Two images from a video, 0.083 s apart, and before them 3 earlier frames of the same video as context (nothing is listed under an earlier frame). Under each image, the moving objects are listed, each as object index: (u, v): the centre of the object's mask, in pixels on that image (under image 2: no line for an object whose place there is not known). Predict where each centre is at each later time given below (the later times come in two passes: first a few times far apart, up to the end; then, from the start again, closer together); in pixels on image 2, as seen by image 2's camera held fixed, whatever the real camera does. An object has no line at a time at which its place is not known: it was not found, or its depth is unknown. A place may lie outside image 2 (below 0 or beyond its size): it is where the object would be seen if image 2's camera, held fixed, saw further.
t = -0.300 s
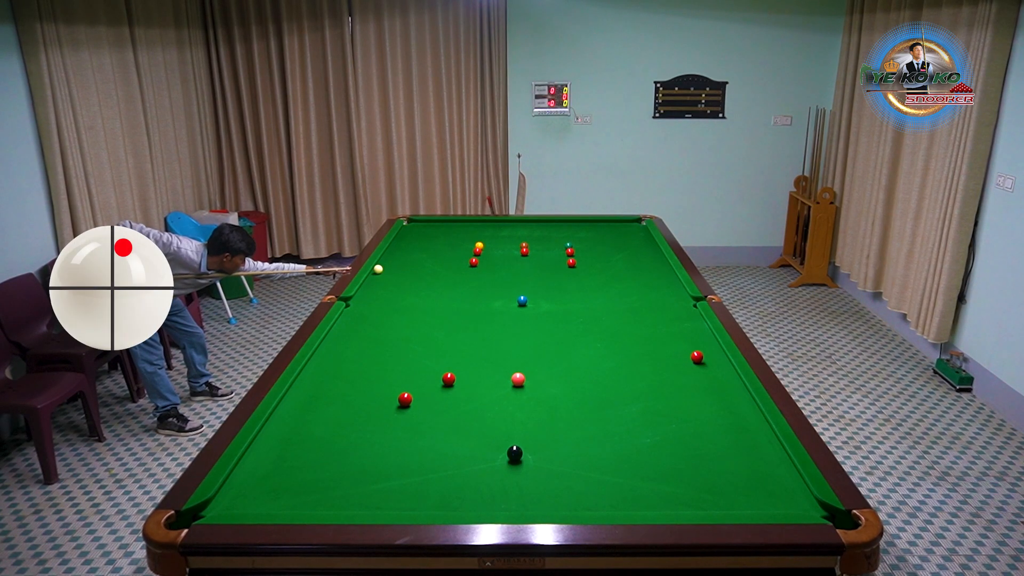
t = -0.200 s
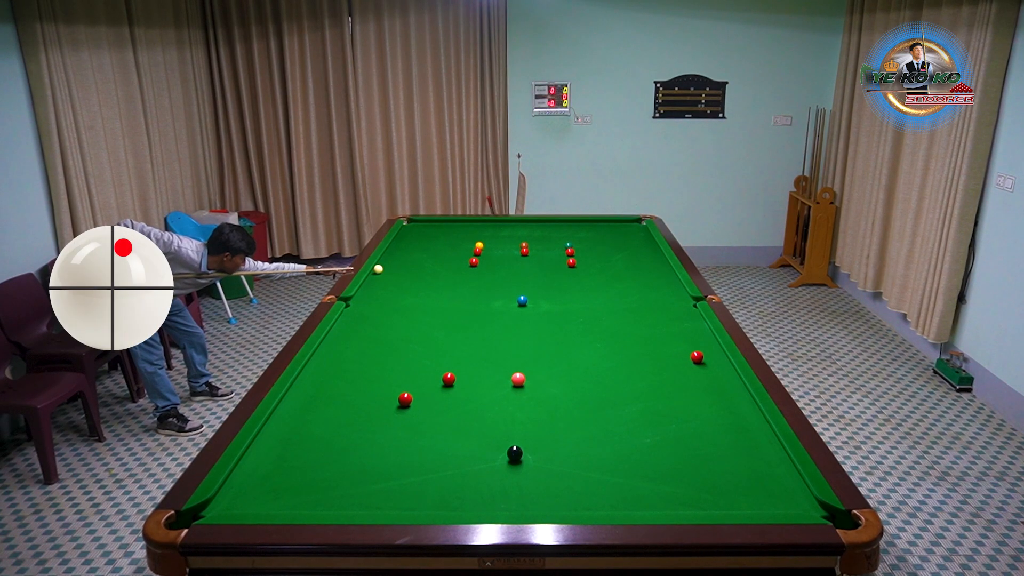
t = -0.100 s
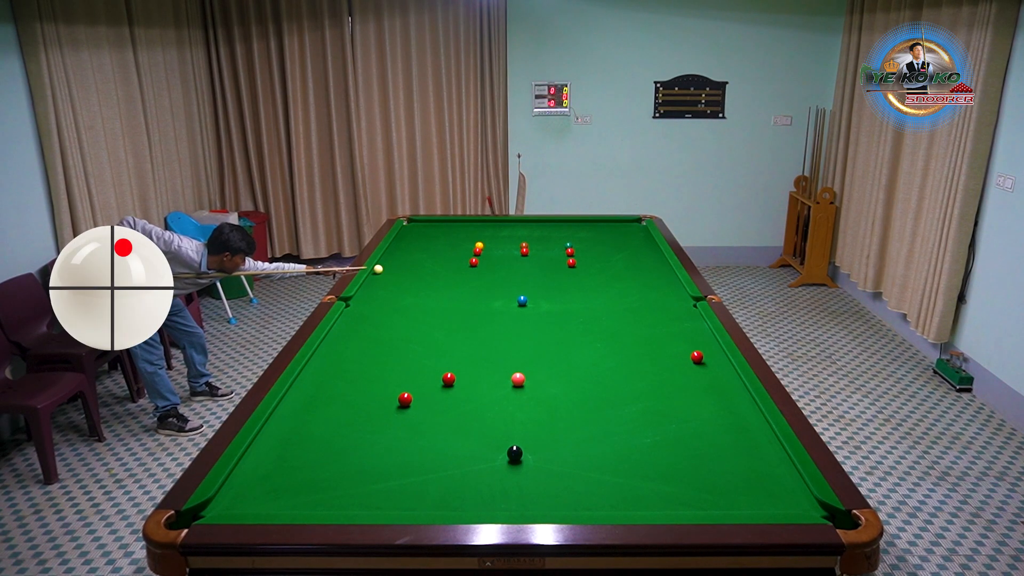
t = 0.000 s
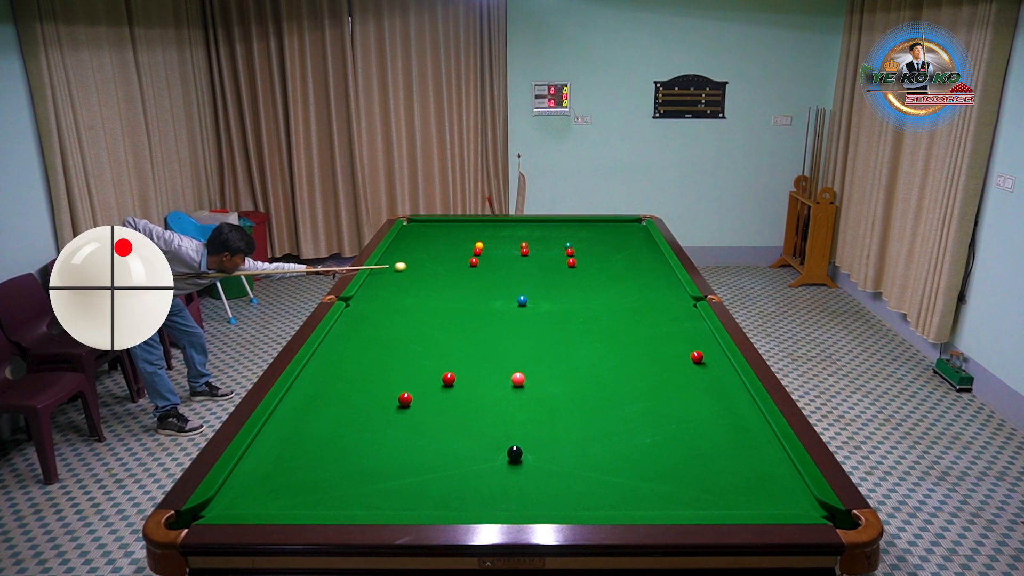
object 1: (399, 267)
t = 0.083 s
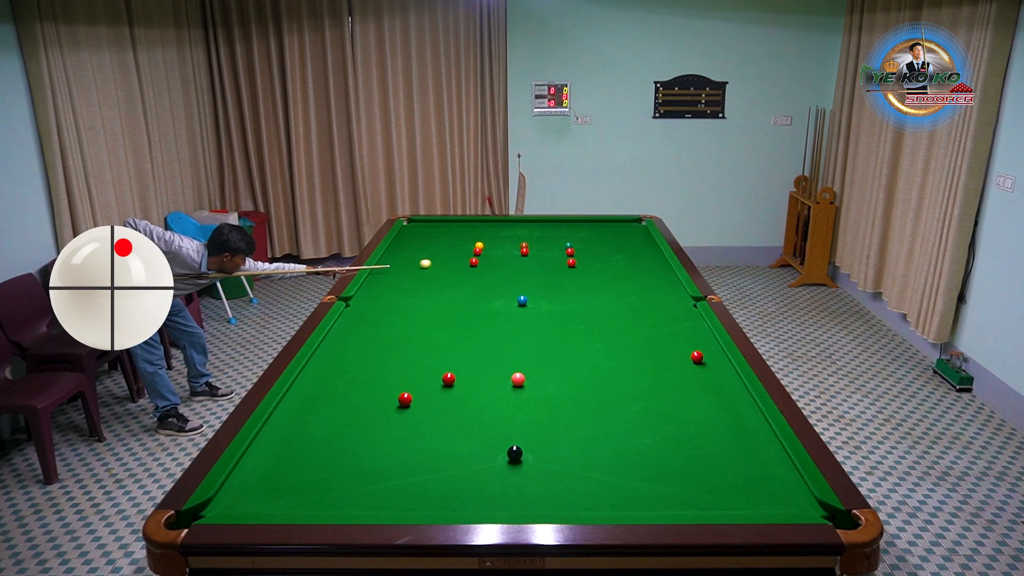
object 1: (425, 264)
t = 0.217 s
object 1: (464, 260)
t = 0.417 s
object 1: (518, 254)
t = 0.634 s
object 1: (542, 256)
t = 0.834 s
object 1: (566, 257)
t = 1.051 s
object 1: (593, 259)
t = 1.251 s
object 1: (617, 261)
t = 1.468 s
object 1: (642, 263)
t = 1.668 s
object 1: (665, 264)
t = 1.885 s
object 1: (651, 265)
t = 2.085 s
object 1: (637, 266)
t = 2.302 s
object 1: (622, 267)
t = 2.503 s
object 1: (609, 268)
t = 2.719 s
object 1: (595, 269)
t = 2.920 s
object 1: (584, 270)
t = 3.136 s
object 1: (572, 271)
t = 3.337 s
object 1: (562, 271)
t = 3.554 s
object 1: (551, 272)
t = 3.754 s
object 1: (542, 272)
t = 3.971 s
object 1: (534, 273)
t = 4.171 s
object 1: (526, 274)
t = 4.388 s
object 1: (518, 274)
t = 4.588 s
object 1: (512, 274)
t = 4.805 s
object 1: (506, 275)
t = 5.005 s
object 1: (502, 275)
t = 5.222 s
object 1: (497, 275)
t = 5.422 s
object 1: (494, 276)
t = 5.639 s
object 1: (491, 276)
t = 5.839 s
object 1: (489, 276)
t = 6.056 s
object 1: (488, 276)
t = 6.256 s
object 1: (488, 276)
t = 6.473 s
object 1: (488, 276)
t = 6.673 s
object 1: (488, 276)
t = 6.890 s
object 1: (488, 276)
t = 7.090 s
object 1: (488, 276)
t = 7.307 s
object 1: (488, 276)
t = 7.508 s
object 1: (488, 276)
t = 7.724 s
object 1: (487, 276)
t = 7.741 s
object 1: (487, 276)
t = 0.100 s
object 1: (430, 263)
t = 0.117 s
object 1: (435, 263)
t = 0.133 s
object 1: (440, 262)
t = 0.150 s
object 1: (444, 262)
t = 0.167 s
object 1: (449, 261)
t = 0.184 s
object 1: (454, 261)
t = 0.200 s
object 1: (459, 260)
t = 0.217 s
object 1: (464, 260)
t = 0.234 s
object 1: (467, 259)
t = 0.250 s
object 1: (473, 257)
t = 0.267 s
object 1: (479, 257)
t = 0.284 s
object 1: (483, 257)
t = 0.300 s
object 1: (487, 257)
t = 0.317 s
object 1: (492, 256)
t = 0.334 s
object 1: (496, 256)
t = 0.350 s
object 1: (501, 255)
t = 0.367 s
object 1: (505, 255)
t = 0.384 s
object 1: (510, 254)
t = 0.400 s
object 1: (514, 254)
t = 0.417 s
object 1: (518, 254)
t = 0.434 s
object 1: (519, 254)
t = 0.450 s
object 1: (521, 254)
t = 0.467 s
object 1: (522, 254)
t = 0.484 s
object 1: (524, 255)
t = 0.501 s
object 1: (526, 255)
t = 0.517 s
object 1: (528, 255)
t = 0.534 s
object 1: (530, 255)
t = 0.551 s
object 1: (532, 255)
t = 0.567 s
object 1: (534, 255)
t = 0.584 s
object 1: (536, 256)
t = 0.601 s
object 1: (538, 256)
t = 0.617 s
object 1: (540, 256)
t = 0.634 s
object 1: (542, 256)
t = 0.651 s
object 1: (544, 256)
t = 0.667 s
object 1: (546, 256)
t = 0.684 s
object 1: (548, 256)
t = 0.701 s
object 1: (550, 257)
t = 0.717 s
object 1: (552, 257)
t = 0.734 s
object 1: (554, 257)
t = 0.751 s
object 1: (556, 257)
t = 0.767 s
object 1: (558, 257)
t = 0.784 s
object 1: (560, 257)
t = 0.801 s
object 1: (562, 257)
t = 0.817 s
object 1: (564, 257)
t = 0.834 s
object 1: (566, 257)
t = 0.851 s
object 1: (568, 257)
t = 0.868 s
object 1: (570, 257)
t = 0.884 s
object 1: (573, 257)
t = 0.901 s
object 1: (575, 257)
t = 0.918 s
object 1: (577, 258)
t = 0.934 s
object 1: (579, 258)
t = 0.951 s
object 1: (581, 258)
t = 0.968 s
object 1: (583, 259)
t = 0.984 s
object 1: (585, 259)
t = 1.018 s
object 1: (589, 259)
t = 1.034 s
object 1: (591, 259)
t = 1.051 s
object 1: (593, 259)
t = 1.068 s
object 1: (595, 259)
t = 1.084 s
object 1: (597, 260)
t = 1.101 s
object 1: (599, 260)
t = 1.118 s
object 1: (601, 260)
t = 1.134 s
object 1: (603, 260)
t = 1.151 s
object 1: (605, 260)
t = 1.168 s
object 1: (607, 260)
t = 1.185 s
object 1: (609, 261)
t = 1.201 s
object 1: (611, 261)
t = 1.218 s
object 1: (613, 261)
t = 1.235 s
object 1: (615, 261)
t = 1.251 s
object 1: (617, 261)
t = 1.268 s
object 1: (618, 261)
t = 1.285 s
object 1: (621, 261)
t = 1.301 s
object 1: (622, 261)
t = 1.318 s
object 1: (624, 262)
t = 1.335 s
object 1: (626, 262)
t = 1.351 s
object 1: (628, 262)
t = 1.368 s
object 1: (630, 262)
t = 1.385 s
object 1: (632, 262)
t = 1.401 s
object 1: (634, 262)
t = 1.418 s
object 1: (636, 262)
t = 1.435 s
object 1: (638, 262)
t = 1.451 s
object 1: (640, 263)
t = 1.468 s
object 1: (642, 263)
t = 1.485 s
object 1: (644, 263)
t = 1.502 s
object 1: (646, 263)
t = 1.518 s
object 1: (647, 263)
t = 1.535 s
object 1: (649, 263)
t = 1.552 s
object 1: (651, 263)
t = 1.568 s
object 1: (653, 264)
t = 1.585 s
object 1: (655, 264)
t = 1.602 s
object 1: (657, 264)
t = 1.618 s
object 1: (659, 264)
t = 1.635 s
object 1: (661, 264)
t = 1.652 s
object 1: (663, 264)
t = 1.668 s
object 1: (665, 264)
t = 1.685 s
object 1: (666, 264)
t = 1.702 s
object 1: (665, 264)
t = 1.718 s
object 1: (663, 265)
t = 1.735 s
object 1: (662, 265)
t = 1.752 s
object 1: (661, 265)
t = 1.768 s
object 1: (660, 265)
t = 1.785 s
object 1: (658, 265)
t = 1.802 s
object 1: (657, 265)
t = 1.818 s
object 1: (656, 265)
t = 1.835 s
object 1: (655, 265)
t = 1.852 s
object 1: (654, 265)
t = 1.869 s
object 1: (652, 265)
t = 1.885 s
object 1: (651, 265)
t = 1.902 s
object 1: (650, 266)
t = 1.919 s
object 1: (649, 266)
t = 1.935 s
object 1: (647, 266)
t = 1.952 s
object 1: (646, 266)
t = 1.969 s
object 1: (645, 266)
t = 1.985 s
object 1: (644, 266)
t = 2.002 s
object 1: (643, 266)
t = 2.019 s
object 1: (642, 266)
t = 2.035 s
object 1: (640, 266)
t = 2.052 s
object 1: (639, 266)
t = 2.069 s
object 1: (638, 266)
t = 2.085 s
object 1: (637, 266)
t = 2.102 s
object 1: (636, 266)
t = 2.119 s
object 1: (635, 266)
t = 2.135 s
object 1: (633, 266)
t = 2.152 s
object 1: (632, 267)
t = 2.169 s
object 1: (631, 267)
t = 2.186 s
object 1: (630, 267)
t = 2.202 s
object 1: (629, 267)
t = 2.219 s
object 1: (628, 267)
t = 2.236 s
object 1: (627, 267)
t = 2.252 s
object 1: (625, 267)
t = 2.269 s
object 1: (624, 267)
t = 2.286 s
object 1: (623, 267)
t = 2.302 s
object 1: (622, 267)
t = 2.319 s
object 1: (621, 267)
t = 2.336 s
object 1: (620, 267)
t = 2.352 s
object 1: (619, 267)
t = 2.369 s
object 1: (618, 267)
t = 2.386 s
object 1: (616, 267)
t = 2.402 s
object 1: (615, 268)
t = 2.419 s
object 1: (614, 268)
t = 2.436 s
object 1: (613, 268)
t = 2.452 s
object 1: (612, 268)
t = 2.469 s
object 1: (611, 268)
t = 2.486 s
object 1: (610, 268)
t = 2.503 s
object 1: (609, 268)
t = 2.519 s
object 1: (608, 268)
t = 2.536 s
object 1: (607, 268)
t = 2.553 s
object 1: (606, 268)
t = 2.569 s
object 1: (605, 268)
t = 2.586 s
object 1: (604, 268)
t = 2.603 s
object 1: (603, 268)
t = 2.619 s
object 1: (602, 269)
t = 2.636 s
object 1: (601, 269)
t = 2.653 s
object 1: (600, 269)
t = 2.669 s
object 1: (599, 269)
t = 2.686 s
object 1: (598, 269)
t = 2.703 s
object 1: (597, 269)
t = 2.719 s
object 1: (595, 269)
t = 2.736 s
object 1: (595, 269)
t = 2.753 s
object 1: (593, 269)
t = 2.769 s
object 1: (593, 269)
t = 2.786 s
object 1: (592, 269)
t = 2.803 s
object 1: (591, 269)
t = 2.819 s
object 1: (590, 269)
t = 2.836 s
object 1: (589, 269)
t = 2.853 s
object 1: (588, 269)
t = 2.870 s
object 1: (587, 270)
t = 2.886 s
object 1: (586, 269)
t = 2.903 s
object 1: (585, 270)
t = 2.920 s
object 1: (584, 270)
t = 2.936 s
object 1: (583, 270)
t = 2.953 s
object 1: (582, 270)
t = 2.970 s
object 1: (581, 270)
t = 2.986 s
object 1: (580, 270)
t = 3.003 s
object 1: (580, 270)
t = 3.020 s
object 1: (578, 270)
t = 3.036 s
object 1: (578, 270)
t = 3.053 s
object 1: (577, 270)
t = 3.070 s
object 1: (576, 270)
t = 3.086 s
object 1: (575, 270)
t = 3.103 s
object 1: (574, 271)
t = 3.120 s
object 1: (573, 271)
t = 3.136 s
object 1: (572, 271)
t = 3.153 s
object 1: (571, 271)
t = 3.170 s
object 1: (570, 271)
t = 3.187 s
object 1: (570, 271)
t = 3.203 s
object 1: (569, 271)
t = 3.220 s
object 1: (568, 271)
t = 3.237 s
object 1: (567, 271)
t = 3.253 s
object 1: (566, 271)
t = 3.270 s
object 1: (565, 271)
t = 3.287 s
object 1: (564, 271)
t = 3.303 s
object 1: (563, 271)
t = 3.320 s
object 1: (562, 271)
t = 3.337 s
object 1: (562, 271)
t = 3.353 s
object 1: (561, 271)
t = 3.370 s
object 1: (560, 271)
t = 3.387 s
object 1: (559, 271)
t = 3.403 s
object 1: (558, 271)
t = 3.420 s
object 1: (558, 271)
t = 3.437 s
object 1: (557, 271)
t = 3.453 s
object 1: (556, 271)
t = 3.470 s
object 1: (555, 272)
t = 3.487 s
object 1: (554, 272)
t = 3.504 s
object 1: (554, 272)
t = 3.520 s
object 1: (553, 272)
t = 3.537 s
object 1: (552, 272)
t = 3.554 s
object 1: (551, 272)
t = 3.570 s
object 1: (551, 272)
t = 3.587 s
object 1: (550, 272)
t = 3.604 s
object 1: (549, 272)
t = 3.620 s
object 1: (548, 272)
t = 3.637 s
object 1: (548, 272)
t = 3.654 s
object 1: (547, 272)
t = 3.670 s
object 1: (546, 272)
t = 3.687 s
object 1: (545, 272)
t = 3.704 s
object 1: (545, 272)
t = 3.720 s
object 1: (544, 272)
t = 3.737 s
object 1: (543, 273)
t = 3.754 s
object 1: (542, 272)
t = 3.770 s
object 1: (542, 272)
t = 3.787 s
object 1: (541, 273)
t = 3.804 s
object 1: (540, 273)
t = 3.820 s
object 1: (540, 273)
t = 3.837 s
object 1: (539, 273)
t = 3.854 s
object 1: (538, 273)
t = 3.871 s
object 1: (538, 273)
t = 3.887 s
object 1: (537, 273)
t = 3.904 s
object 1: (536, 273)
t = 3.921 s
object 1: (536, 273)
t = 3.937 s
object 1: (535, 273)
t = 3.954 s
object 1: (534, 273)
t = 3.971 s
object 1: (534, 273)
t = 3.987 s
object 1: (533, 273)
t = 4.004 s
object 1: (532, 273)
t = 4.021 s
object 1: (532, 273)
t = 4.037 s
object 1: (531, 273)
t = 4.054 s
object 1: (530, 273)
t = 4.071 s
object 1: (530, 273)
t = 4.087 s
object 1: (529, 273)
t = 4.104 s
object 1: (528, 273)
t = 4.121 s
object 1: (528, 273)
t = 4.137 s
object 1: (527, 273)
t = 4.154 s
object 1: (527, 273)
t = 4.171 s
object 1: (526, 274)
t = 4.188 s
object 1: (525, 274)
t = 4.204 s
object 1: (525, 274)
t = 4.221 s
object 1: (524, 274)
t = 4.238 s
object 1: (523, 274)
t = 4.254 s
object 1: (523, 274)
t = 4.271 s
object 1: (522, 274)
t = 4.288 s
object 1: (522, 274)
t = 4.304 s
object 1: (521, 274)
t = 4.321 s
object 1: (521, 274)
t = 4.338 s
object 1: (520, 274)
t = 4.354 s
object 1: (520, 274)
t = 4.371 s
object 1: (519, 274)
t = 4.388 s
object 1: (518, 274)
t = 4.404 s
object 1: (518, 274)
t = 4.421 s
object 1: (517, 274)
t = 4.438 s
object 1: (517, 274)
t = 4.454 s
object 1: (516, 274)
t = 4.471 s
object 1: (516, 274)
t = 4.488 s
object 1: (515, 274)
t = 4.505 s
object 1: (515, 274)
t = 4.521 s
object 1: (514, 274)
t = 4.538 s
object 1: (514, 274)
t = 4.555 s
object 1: (513, 274)
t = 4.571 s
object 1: (513, 274)
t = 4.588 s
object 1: (512, 274)
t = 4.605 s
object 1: (512, 274)
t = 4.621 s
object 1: (511, 274)
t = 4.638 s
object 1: (511, 275)
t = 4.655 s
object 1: (510, 275)
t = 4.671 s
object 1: (510, 275)
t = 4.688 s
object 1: (509, 275)
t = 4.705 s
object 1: (509, 275)
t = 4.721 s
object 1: (509, 275)
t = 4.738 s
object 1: (508, 275)
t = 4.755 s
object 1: (508, 275)
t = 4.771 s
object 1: (507, 275)
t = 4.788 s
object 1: (507, 275)
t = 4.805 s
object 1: (506, 275)
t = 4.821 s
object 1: (506, 275)
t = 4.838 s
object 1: (505, 275)
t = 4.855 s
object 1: (505, 275)
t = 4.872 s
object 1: (505, 275)
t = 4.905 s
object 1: (504, 275)
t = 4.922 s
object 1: (503, 275)
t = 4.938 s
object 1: (503, 275)
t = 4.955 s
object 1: (503, 275)
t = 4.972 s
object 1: (502, 275)
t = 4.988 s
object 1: (502, 275)
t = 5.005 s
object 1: (502, 275)
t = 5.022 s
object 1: (501, 275)
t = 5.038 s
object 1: (501, 275)
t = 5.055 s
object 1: (500, 275)
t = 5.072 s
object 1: (500, 275)
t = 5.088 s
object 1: (500, 275)
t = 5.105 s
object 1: (499, 275)
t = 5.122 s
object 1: (499, 275)
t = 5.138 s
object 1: (499, 275)
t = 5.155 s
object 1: (498, 275)
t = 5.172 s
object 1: (498, 275)
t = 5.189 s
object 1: (498, 276)
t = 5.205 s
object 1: (497, 276)
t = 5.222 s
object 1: (497, 275)
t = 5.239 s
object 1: (497, 276)
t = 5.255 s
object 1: (497, 276)
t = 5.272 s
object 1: (496, 276)
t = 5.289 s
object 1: (496, 276)
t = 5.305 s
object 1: (496, 276)
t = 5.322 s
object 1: (495, 276)
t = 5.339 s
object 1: (495, 276)
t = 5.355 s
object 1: (495, 276)
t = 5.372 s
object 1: (495, 276)
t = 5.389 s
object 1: (494, 276)
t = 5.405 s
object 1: (494, 276)
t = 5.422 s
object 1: (494, 276)
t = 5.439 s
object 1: (494, 276)
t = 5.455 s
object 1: (493, 276)
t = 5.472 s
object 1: (493, 276)
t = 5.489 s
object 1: (493, 276)
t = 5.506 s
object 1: (493, 276)
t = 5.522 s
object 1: (492, 276)
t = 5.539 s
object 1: (492, 276)
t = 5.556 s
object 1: (492, 276)
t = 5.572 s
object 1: (492, 276)
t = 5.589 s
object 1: (492, 276)
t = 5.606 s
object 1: (491, 276)
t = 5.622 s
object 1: (491, 276)
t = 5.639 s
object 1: (491, 276)
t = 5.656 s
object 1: (491, 276)
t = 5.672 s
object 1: (491, 276)
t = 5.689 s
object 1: (491, 276)
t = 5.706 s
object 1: (490, 276)
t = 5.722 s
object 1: (490, 276)
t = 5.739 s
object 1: (490, 276)
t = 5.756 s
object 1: (490, 276)
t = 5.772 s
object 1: (490, 276)
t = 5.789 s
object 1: (490, 276)
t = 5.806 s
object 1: (489, 276)
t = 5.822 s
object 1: (489, 276)
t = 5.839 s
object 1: (489, 276)
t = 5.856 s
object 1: (489, 276)
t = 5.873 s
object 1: (489, 276)
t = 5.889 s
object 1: (489, 276)
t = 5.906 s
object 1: (489, 276)
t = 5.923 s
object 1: (489, 276)
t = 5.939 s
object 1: (489, 276)
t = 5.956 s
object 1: (489, 276)
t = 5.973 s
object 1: (488, 276)
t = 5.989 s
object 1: (488, 276)
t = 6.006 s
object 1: (488, 276)
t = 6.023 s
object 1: (488, 276)
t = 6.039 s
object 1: (488, 276)
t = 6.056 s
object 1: (488, 276)
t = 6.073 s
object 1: (488, 276)
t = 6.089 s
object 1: (488, 276)
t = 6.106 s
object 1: (488, 276)
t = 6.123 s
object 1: (488, 276)
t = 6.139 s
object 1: (488, 276)
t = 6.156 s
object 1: (488, 276)
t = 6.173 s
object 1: (488, 276)
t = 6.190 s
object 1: (488, 276)
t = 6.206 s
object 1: (488, 276)
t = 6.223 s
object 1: (488, 276)
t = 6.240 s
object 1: (488, 276)
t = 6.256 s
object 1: (488, 276)
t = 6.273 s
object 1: (488, 276)
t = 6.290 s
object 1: (488, 276)
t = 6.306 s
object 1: (488, 276)
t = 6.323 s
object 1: (488, 276)
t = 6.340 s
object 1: (488, 276)
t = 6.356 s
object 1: (488, 276)
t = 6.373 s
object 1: (488, 276)
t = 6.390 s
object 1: (488, 276)
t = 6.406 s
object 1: (488, 276)
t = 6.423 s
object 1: (488, 276)
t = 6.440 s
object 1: (488, 276)
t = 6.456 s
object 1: (488, 276)
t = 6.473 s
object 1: (488, 276)
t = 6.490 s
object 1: (488, 276)
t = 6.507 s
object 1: (488, 276)
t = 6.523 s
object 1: (488, 276)
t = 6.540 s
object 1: (488, 276)
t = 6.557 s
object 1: (488, 276)
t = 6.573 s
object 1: (488, 276)
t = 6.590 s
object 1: (488, 276)
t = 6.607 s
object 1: (488, 276)
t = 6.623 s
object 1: (488, 276)
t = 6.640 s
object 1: (488, 276)
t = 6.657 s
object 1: (488, 276)
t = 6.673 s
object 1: (488, 276)
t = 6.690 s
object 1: (488, 276)
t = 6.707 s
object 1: (488, 276)
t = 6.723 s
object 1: (488, 276)
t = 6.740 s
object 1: (488, 276)
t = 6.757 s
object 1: (488, 276)
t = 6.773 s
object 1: (488, 276)
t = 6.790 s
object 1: (488, 276)
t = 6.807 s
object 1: (488, 276)
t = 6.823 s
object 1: (488, 276)
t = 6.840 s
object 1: (488, 276)
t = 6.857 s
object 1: (488, 276)
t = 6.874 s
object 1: (488, 276)
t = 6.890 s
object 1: (488, 276)
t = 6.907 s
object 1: (488, 276)
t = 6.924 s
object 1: (488, 276)
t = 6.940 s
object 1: (488, 276)
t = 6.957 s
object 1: (488, 276)
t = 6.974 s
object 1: (488, 276)
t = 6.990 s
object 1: (488, 276)
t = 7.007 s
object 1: (488, 276)
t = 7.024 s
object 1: (488, 276)
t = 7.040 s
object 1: (488, 276)
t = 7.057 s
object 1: (488, 276)
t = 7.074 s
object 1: (488, 276)
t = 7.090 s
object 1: (488, 276)
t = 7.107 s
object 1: (488, 276)
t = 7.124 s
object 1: (488, 276)
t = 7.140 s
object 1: (488, 276)
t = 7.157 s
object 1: (488, 276)
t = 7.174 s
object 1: (488, 276)
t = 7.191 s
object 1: (488, 276)
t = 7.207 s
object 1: (488, 276)
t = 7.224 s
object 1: (488, 276)
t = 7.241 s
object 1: (488, 276)
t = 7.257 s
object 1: (488, 276)
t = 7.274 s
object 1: (488, 276)
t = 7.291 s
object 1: (488, 276)
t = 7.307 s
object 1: (488, 276)
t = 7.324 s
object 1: (488, 276)
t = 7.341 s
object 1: (488, 276)
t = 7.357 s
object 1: (488, 276)
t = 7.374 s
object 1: (488, 276)
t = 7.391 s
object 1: (488, 276)
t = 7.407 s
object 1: (488, 276)
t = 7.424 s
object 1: (488, 276)
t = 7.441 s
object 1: (488, 276)
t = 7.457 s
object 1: (488, 276)
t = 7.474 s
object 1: (488, 276)
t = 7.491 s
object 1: (488, 276)
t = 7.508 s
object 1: (488, 276)
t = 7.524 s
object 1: (488, 276)
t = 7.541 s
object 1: (487, 276)
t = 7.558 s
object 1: (488, 276)
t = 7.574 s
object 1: (487, 276)
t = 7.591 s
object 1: (487, 276)
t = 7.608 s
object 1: (487, 276)
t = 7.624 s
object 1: (487, 276)
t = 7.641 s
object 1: (487, 276)
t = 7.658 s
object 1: (487, 276)
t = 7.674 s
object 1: (487, 276)
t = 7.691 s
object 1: (487, 276)
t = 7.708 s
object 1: (487, 276)
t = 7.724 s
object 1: (487, 276)
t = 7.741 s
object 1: (487, 276)
